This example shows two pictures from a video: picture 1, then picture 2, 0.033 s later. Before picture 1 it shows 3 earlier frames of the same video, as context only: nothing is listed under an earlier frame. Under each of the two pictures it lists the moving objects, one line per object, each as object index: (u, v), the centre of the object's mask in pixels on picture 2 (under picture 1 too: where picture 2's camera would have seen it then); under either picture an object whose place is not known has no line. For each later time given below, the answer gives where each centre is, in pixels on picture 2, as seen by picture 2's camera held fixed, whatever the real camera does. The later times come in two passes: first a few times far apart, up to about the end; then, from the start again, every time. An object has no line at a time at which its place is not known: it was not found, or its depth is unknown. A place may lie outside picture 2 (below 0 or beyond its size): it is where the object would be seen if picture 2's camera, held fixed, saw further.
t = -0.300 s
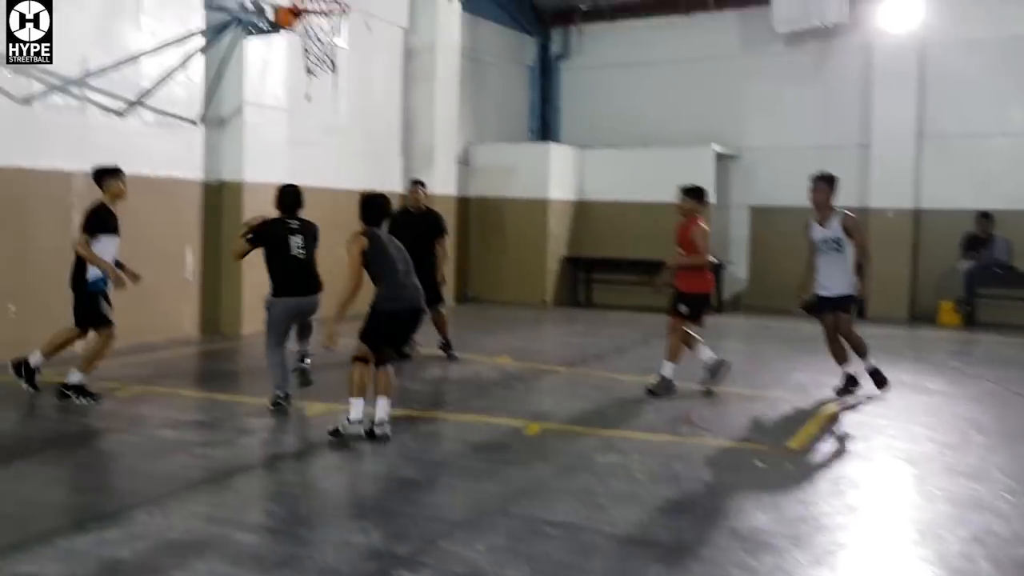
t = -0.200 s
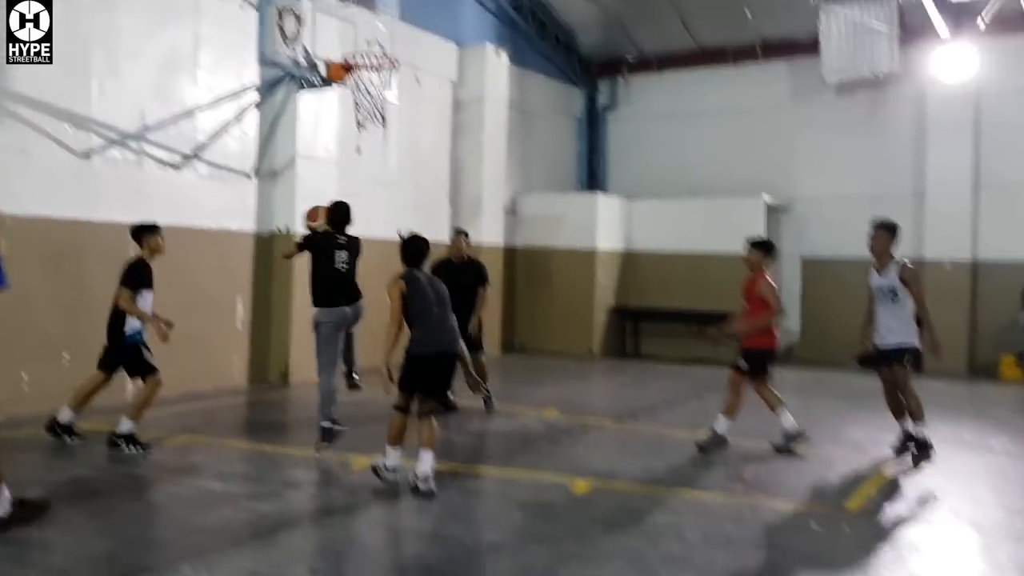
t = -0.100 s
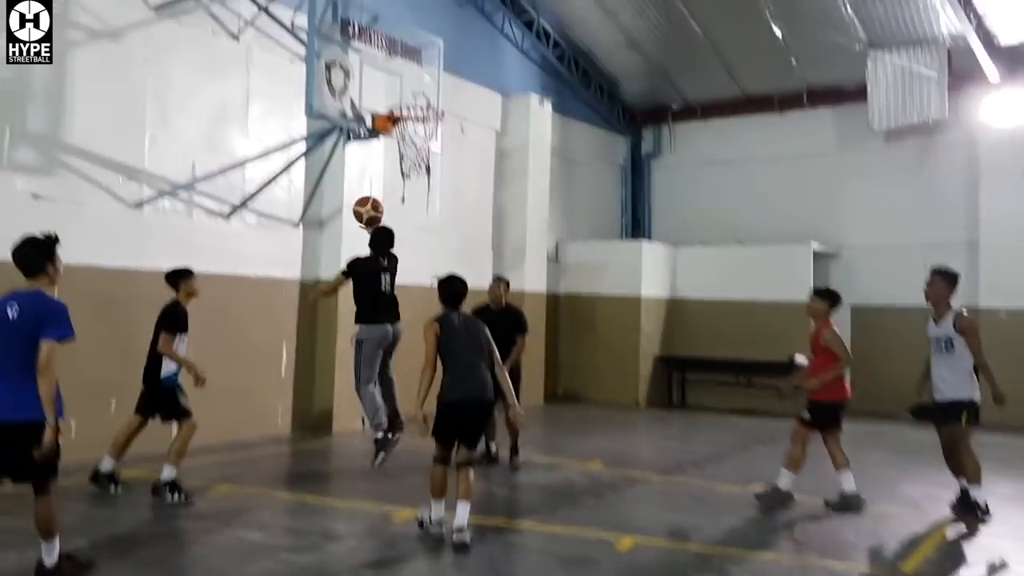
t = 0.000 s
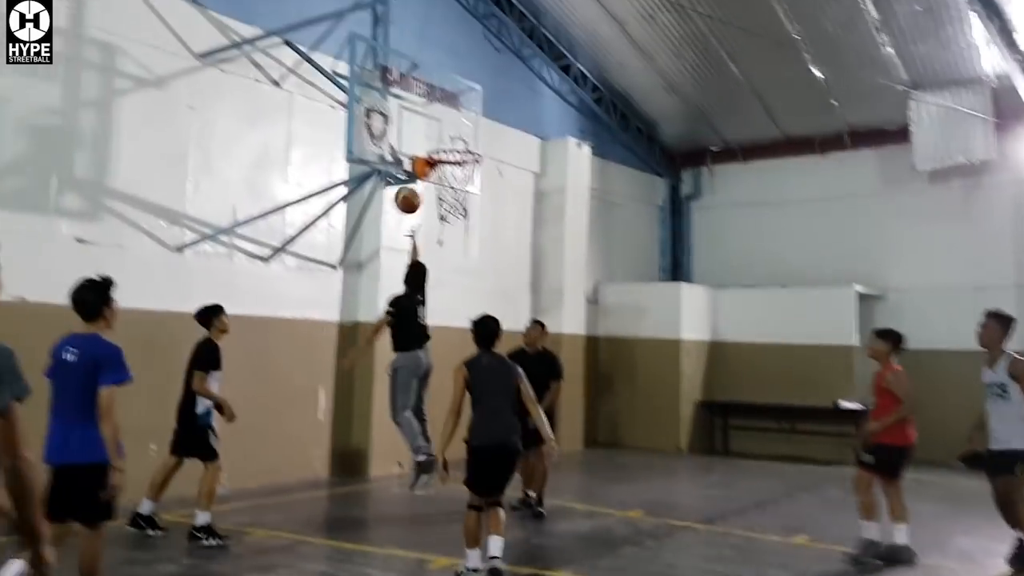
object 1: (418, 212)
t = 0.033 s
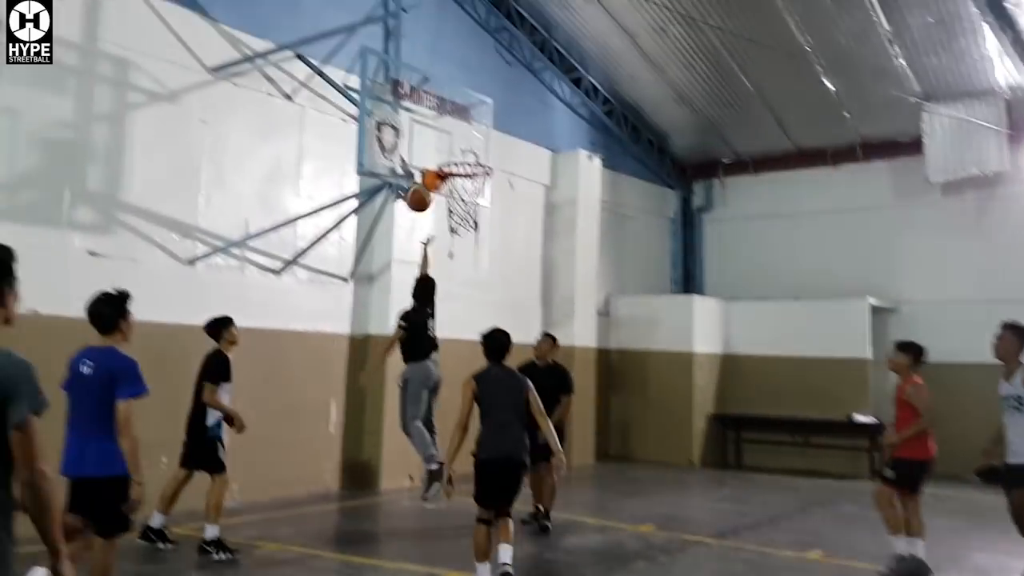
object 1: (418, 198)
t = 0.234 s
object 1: (417, 141)
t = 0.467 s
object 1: (450, 138)
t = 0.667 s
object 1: (466, 182)
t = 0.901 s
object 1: (457, 231)
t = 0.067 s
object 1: (417, 186)
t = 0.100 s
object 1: (418, 173)
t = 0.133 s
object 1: (418, 162)
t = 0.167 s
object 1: (418, 154)
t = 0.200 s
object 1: (417, 147)
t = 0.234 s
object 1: (417, 141)
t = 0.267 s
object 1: (422, 137)
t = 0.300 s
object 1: (427, 134)
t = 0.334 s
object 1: (432, 133)
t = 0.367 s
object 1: (437, 132)
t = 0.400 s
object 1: (441, 133)
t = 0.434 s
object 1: (445, 135)
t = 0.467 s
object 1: (450, 138)
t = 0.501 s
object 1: (455, 143)
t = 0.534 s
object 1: (459, 148)
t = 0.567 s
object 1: (463, 155)
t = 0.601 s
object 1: (467, 162)
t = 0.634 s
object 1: (466, 172)
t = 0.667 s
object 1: (466, 182)
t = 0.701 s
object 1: (464, 193)
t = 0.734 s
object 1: (463, 204)
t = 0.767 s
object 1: (462, 214)
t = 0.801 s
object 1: (460, 222)
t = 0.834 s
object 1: (459, 225)
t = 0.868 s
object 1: (457, 227)
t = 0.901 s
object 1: (457, 231)
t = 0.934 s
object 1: (456, 236)
